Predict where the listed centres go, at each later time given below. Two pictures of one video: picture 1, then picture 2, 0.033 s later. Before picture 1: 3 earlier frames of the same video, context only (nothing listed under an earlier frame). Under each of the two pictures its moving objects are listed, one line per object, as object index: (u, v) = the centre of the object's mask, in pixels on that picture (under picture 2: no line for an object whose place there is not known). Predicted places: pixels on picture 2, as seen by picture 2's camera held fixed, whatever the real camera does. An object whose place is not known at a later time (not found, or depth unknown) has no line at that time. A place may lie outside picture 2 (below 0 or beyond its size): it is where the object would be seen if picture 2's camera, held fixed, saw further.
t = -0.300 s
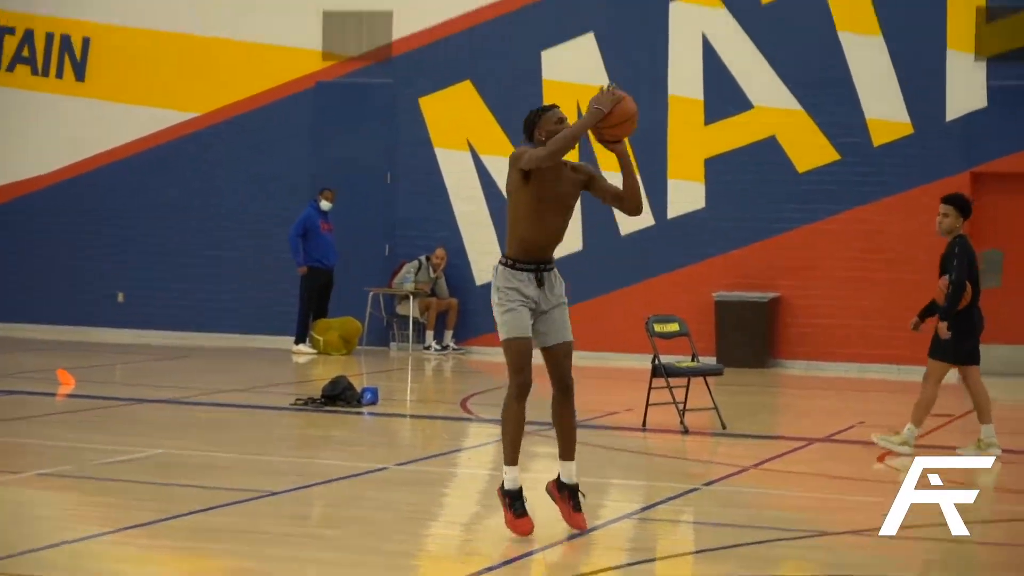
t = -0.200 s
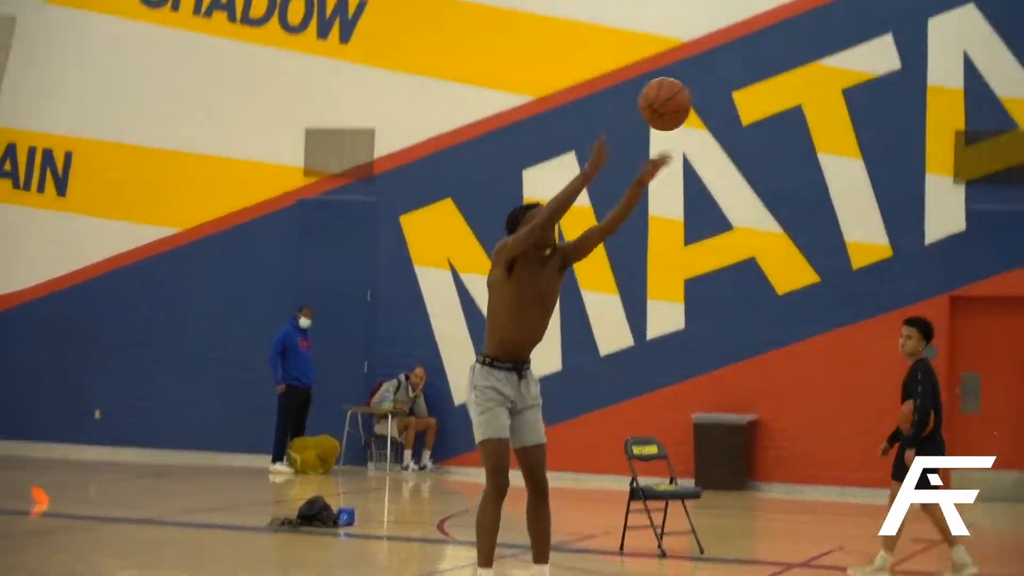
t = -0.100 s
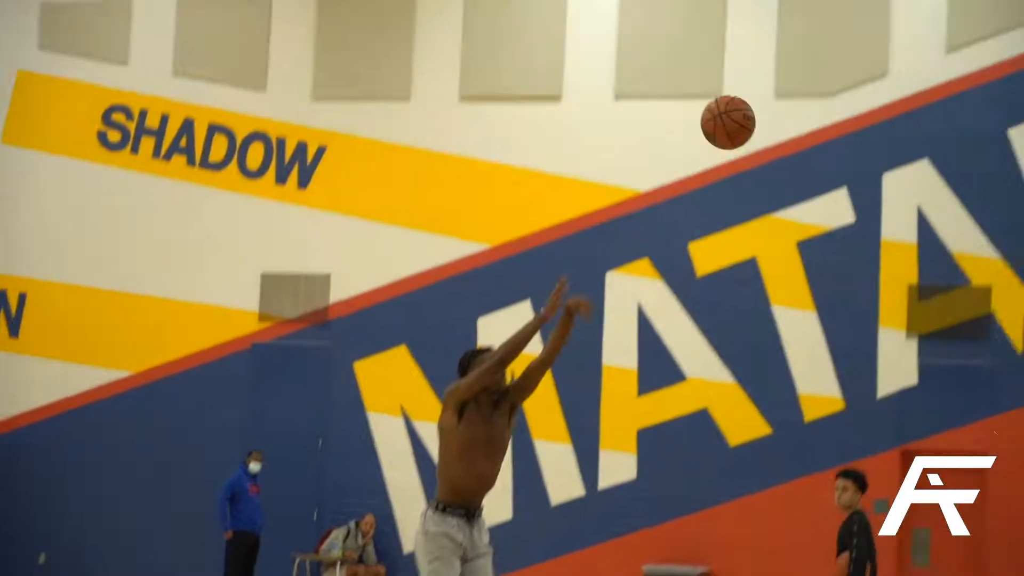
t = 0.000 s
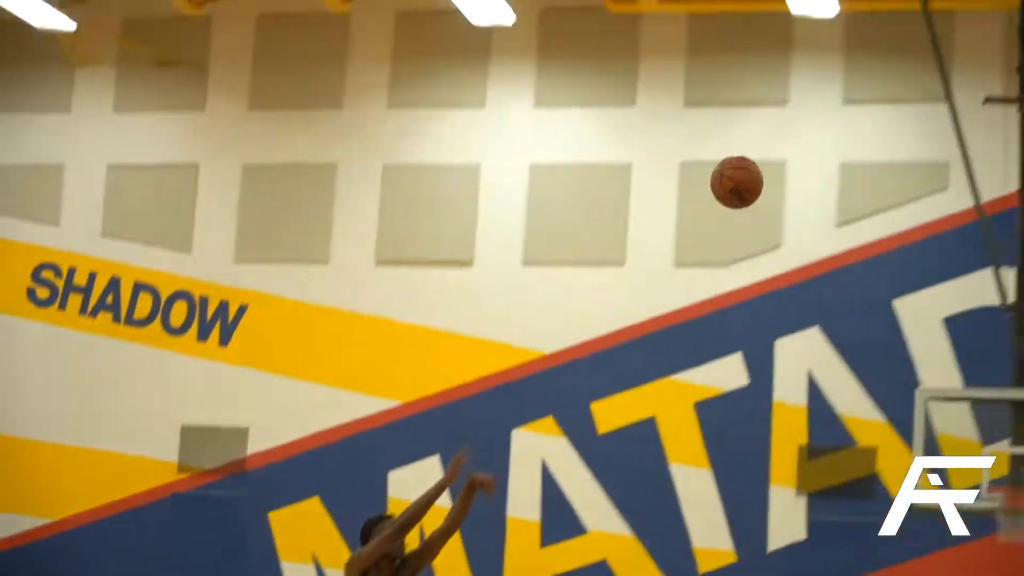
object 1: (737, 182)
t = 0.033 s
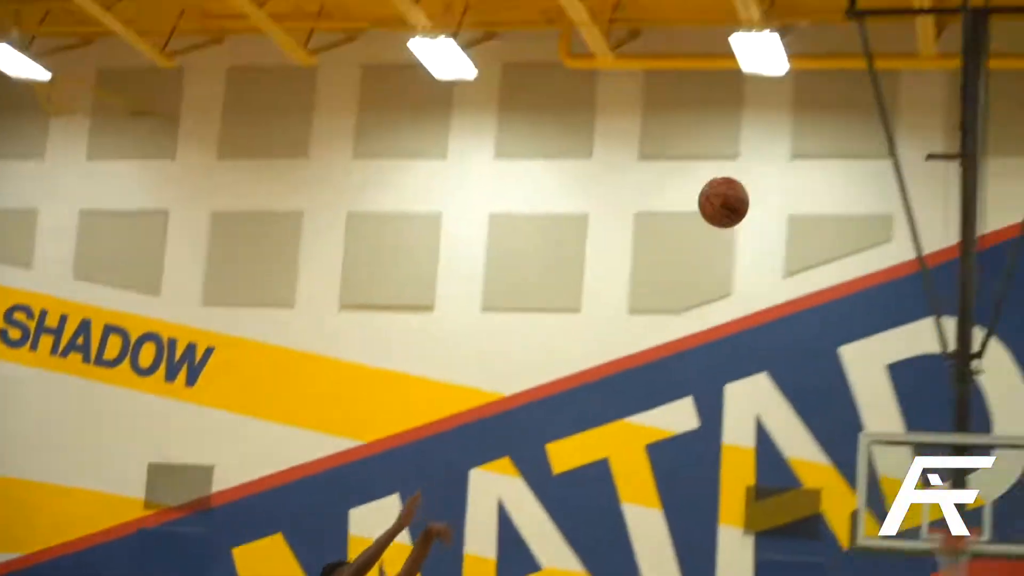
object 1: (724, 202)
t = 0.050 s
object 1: (741, 188)
